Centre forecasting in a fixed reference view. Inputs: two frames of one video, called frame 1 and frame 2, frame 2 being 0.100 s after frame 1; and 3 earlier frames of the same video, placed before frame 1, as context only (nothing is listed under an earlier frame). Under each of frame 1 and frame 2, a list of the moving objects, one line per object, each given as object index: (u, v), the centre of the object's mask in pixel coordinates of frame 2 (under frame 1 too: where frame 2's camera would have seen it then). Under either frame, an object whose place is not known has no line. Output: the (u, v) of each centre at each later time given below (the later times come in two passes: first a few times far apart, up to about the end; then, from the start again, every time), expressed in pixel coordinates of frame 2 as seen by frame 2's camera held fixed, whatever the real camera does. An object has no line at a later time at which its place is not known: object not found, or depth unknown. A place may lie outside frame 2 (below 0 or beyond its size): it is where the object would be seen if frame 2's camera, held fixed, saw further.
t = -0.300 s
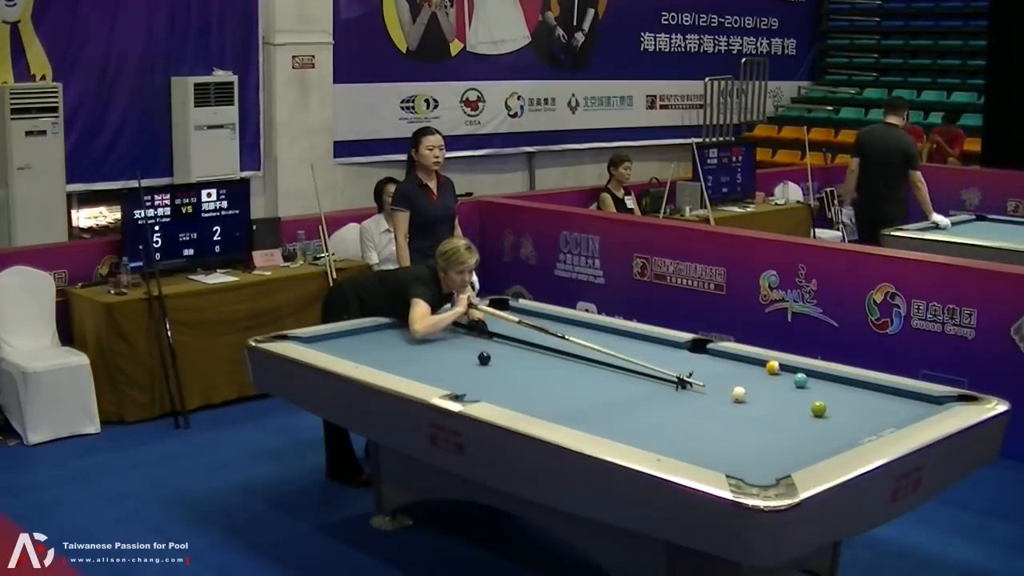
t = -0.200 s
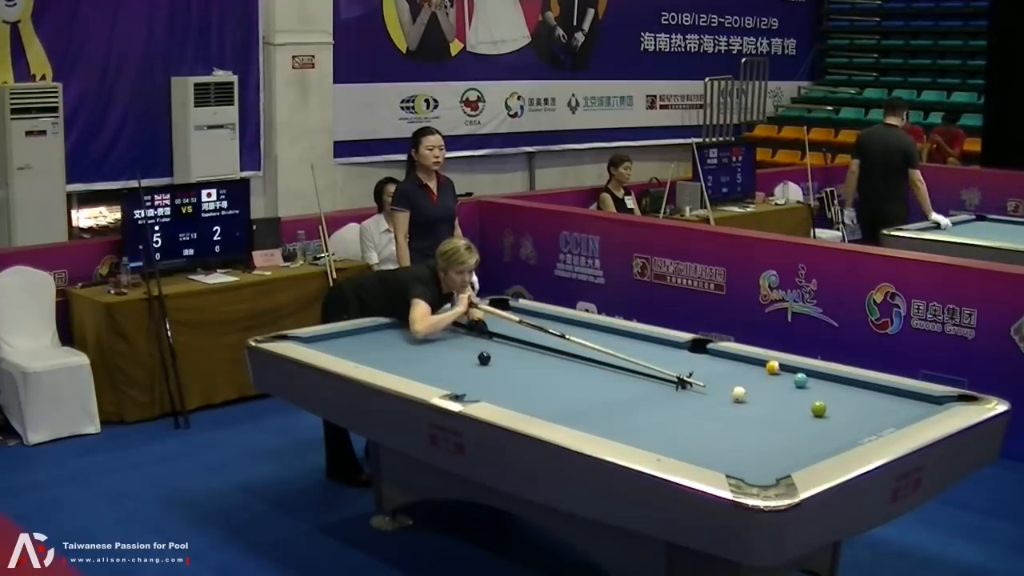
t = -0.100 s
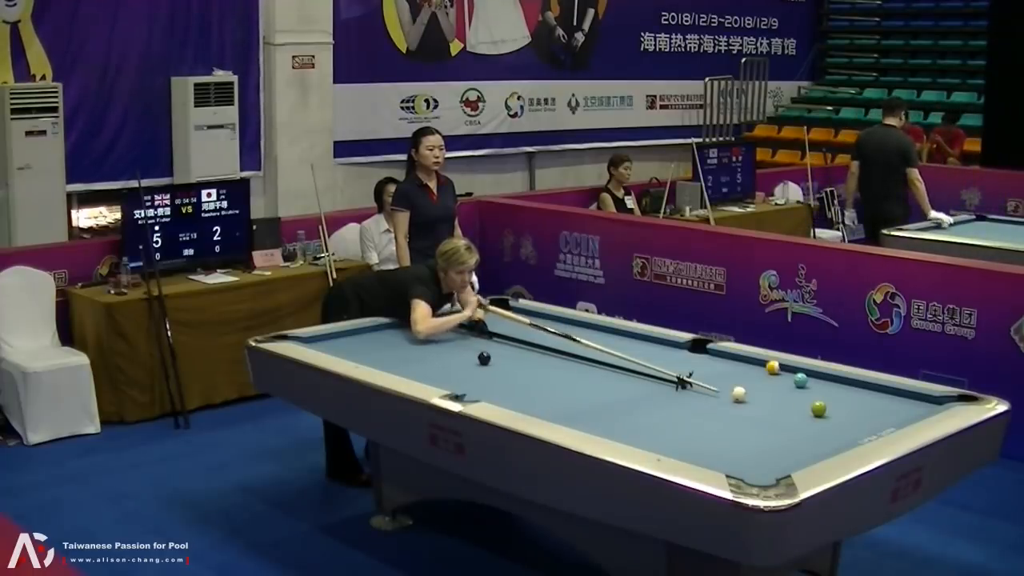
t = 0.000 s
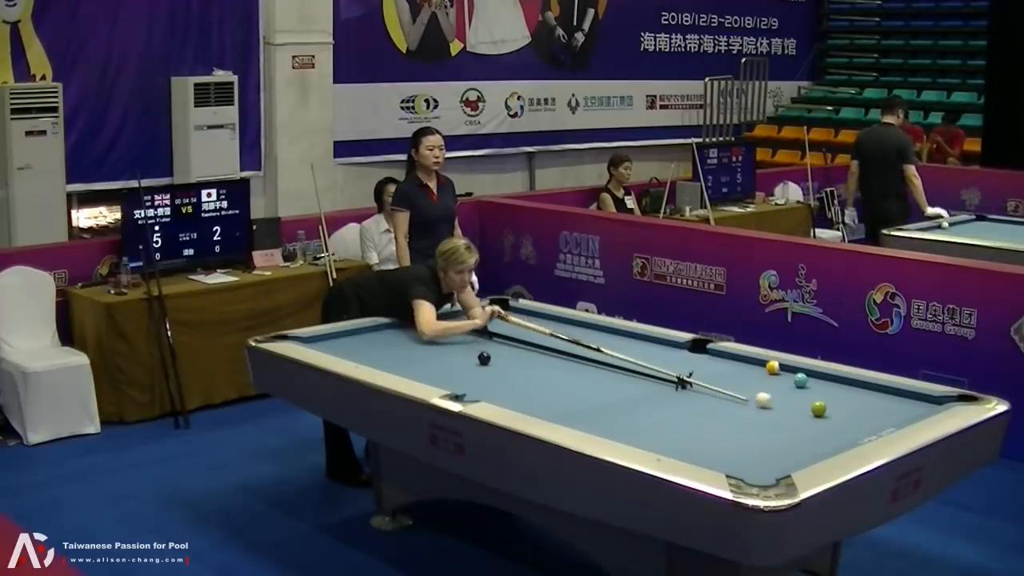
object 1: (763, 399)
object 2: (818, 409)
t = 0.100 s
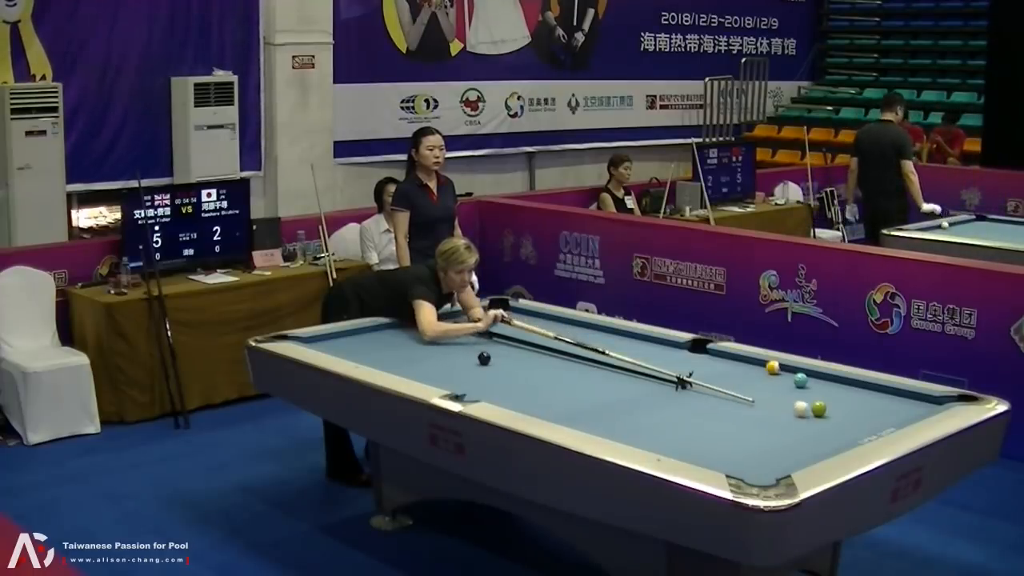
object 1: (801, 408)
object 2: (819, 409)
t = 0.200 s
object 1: (816, 417)
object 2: (835, 408)
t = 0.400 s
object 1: (837, 431)
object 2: (865, 407)
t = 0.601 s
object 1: (841, 438)
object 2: (893, 406)
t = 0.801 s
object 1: (806, 443)
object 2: (920, 404)
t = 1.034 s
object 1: (765, 444)
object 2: (949, 401)
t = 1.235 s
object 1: (730, 446)
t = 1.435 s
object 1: (697, 448)
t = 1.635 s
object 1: (665, 445)
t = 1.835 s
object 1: (655, 441)
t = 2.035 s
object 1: (649, 436)
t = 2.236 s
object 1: (645, 430)
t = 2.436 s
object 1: (641, 424)
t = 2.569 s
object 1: (638, 420)
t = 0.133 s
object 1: (808, 412)
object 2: (823, 408)
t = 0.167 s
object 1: (812, 414)
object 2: (830, 408)
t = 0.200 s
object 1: (816, 417)
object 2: (835, 408)
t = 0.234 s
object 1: (821, 420)
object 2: (840, 408)
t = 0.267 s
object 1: (824, 422)
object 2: (845, 408)
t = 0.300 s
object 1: (827, 425)
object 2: (850, 408)
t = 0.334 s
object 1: (830, 426)
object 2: (855, 408)
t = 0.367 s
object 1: (834, 429)
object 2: (860, 408)
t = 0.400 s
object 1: (837, 431)
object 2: (865, 407)
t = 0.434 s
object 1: (840, 433)
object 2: (870, 407)
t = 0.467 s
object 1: (843, 435)
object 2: (874, 407)
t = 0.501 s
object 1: (846, 436)
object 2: (879, 407)
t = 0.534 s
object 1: (850, 437)
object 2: (884, 406)
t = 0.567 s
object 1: (846, 437)
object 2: (888, 406)
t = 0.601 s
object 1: (841, 438)
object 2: (893, 406)
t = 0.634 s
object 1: (833, 440)
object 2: (898, 406)
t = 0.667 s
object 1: (828, 441)
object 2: (902, 406)
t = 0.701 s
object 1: (823, 442)
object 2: (906, 405)
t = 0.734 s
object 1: (817, 442)
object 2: (911, 405)
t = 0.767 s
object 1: (811, 443)
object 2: (915, 405)
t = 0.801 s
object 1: (806, 443)
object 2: (920, 404)
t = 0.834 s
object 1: (799, 443)
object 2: (924, 404)
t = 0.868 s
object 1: (794, 444)
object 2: (928, 403)
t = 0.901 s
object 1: (788, 444)
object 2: (933, 403)
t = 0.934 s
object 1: (782, 444)
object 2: (936, 402)
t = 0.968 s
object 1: (776, 444)
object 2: (941, 402)
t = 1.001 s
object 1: (771, 445)
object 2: (945, 401)
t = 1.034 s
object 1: (765, 444)
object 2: (949, 401)
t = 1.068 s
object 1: (759, 445)
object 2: (953, 401)
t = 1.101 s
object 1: (753, 445)
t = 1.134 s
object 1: (747, 445)
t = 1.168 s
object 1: (742, 445)
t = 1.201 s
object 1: (737, 446)
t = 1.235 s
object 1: (730, 446)
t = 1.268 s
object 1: (725, 446)
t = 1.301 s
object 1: (719, 447)
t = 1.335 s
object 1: (714, 447)
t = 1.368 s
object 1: (708, 447)
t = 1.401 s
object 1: (703, 448)
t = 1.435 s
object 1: (697, 448)
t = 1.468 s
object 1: (692, 448)
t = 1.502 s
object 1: (686, 448)
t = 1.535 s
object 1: (681, 447)
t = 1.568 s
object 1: (676, 446)
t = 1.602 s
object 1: (670, 446)
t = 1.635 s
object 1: (665, 445)
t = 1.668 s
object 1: (660, 446)
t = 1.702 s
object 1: (658, 445)
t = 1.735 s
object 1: (657, 444)
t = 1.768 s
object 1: (657, 443)
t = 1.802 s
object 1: (656, 442)
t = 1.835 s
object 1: (655, 441)
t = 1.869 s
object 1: (653, 440)
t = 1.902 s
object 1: (653, 440)
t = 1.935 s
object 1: (652, 439)
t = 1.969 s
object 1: (652, 438)
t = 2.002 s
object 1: (650, 437)
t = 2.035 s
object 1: (649, 436)
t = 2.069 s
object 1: (648, 435)
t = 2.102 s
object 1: (648, 434)
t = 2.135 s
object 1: (647, 433)
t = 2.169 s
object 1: (646, 432)
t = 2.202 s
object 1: (645, 431)
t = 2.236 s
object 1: (645, 430)
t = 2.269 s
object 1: (644, 429)
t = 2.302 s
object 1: (643, 428)
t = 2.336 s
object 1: (643, 427)
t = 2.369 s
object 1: (642, 426)
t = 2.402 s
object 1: (641, 425)
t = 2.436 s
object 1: (641, 424)
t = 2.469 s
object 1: (640, 423)
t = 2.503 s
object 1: (639, 422)
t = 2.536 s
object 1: (639, 421)
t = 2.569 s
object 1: (638, 420)
